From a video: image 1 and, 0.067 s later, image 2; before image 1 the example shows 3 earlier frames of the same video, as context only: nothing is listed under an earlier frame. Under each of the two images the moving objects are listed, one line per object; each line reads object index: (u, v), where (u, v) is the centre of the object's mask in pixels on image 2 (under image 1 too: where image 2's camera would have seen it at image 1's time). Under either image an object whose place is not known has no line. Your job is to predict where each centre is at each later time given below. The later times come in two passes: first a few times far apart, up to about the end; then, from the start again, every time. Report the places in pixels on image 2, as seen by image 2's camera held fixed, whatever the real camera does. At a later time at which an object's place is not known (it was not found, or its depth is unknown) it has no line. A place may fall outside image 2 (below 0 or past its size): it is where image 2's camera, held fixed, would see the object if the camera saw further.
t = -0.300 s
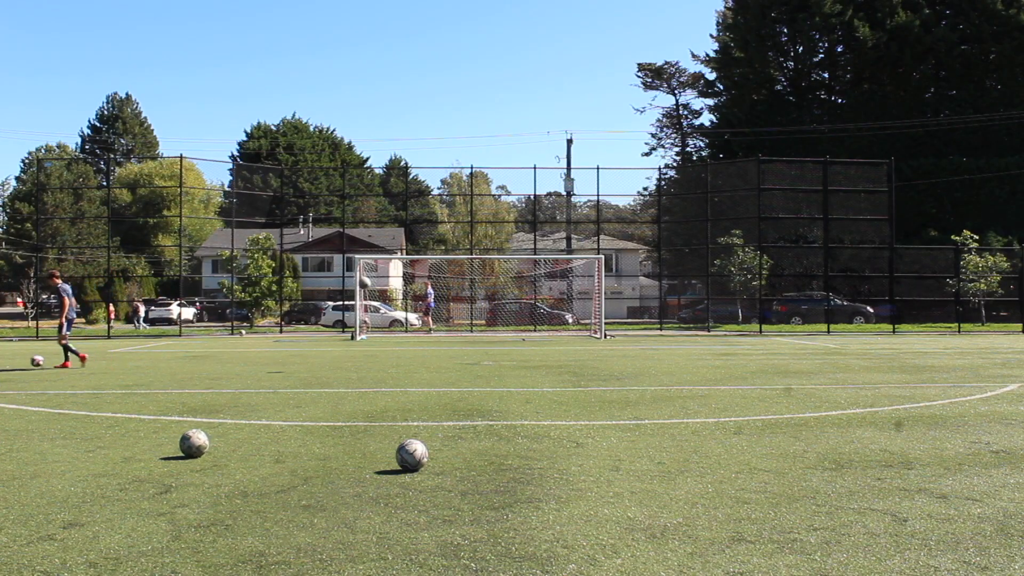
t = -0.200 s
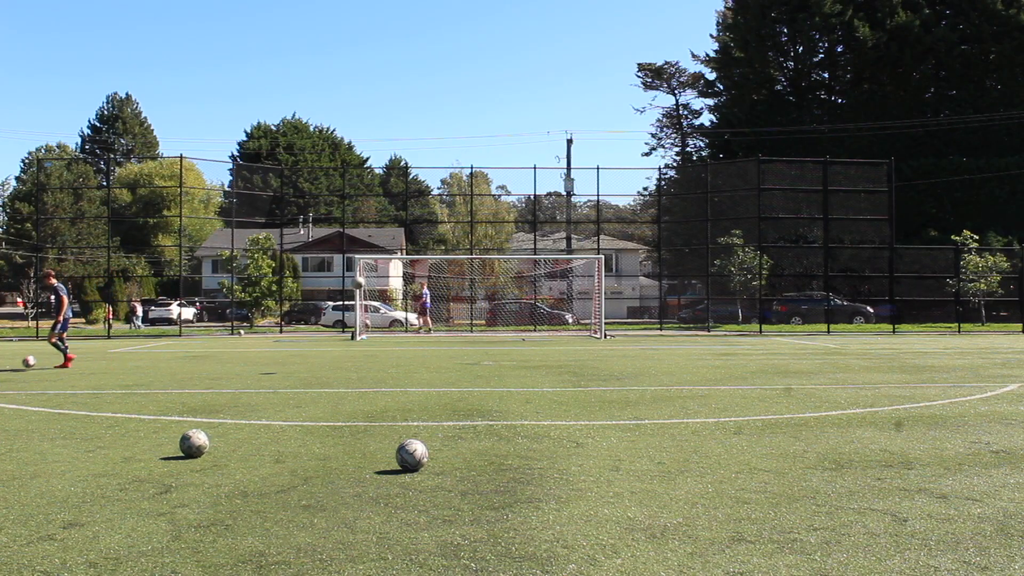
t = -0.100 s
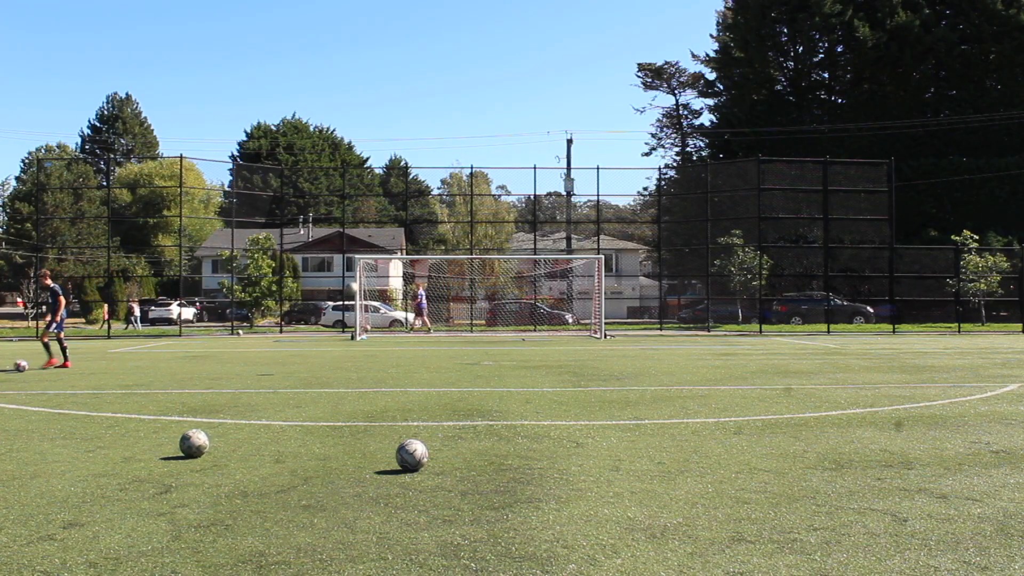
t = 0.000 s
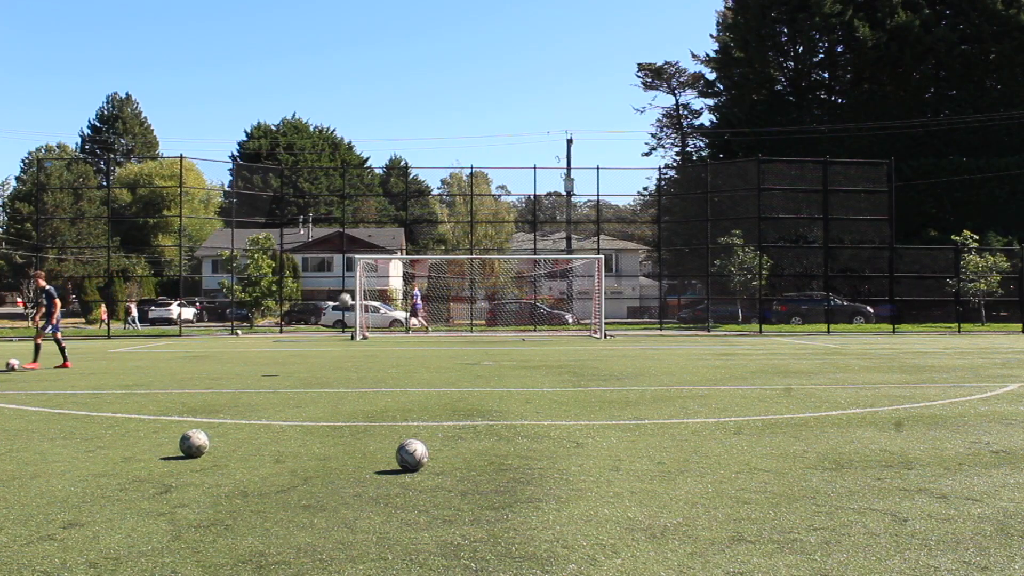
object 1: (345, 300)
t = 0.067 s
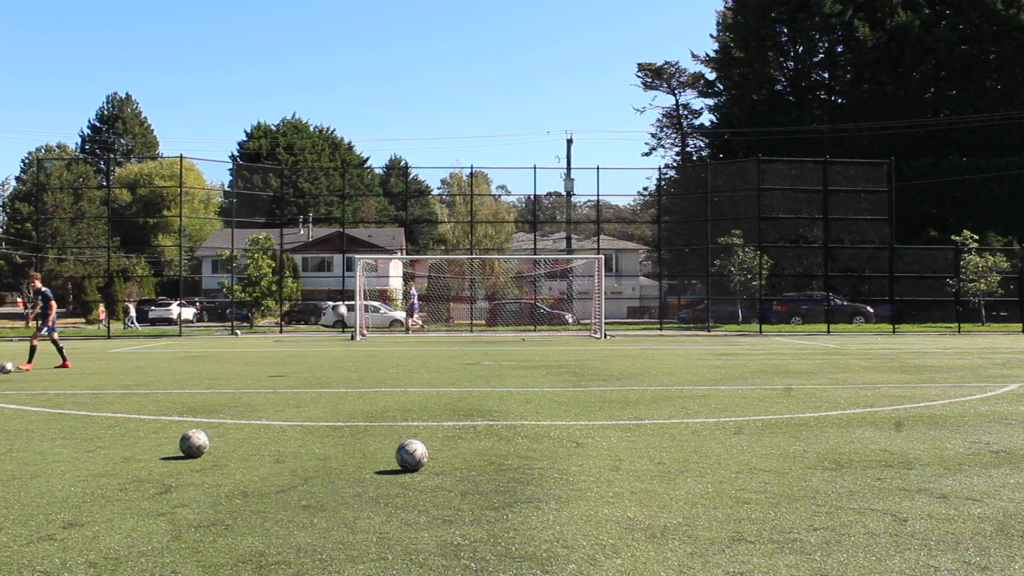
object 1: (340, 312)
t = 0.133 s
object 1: (336, 325)
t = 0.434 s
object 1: (315, 344)
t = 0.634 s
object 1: (303, 329)
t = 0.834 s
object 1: (290, 340)
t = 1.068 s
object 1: (274, 376)
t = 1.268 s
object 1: (259, 357)
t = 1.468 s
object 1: (243, 367)
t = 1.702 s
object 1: (223, 378)
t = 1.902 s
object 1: (204, 383)
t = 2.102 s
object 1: (184, 388)
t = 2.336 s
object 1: (160, 399)
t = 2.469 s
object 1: (145, 398)
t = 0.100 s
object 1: (338, 319)
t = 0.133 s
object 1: (336, 325)
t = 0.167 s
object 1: (334, 335)
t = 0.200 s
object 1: (331, 344)
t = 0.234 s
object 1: (329, 354)
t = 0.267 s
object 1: (326, 366)
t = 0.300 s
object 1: (324, 368)
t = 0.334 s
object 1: (322, 361)
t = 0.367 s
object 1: (320, 355)
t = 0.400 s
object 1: (318, 349)
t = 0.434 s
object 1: (315, 344)
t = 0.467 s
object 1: (314, 340)
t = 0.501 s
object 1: (311, 336)
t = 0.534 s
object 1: (309, 334)
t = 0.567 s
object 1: (307, 332)
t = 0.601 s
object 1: (305, 330)
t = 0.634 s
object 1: (303, 329)
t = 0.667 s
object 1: (301, 329)
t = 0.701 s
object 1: (299, 330)
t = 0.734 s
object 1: (297, 331)
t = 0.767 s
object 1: (294, 333)
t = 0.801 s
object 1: (292, 336)
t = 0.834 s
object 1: (290, 340)
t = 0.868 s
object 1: (288, 345)
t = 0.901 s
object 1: (286, 350)
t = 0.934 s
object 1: (284, 356)
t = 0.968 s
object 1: (282, 363)
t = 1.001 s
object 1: (279, 371)
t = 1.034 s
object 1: (277, 380)
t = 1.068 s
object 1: (274, 376)
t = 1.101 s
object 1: (272, 371)
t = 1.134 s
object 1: (269, 367)
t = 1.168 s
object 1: (267, 363)
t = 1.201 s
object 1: (264, 360)
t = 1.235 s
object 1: (261, 358)
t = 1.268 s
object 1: (259, 357)
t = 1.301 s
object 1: (256, 357)
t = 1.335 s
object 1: (253, 357)
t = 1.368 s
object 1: (251, 359)
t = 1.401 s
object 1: (248, 361)
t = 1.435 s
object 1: (246, 364)
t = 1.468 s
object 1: (243, 367)
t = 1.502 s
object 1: (241, 372)
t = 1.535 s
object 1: (238, 378)
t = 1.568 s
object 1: (236, 384)
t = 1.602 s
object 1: (232, 388)
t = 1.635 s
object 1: (229, 384)
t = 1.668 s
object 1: (226, 381)
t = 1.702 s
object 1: (223, 378)
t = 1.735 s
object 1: (220, 377)
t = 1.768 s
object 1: (217, 376)
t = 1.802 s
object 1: (214, 377)
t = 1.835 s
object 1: (211, 378)
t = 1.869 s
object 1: (207, 380)
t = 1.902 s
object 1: (204, 383)
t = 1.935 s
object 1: (201, 386)
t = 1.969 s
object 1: (197, 392)
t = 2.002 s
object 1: (194, 395)
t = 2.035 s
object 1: (191, 392)
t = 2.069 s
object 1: (187, 389)
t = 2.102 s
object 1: (184, 388)
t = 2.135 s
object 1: (181, 388)
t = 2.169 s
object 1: (177, 388)
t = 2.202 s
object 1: (174, 390)
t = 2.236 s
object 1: (170, 393)
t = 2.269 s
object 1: (167, 397)
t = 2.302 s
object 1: (163, 401)
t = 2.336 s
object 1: (160, 399)
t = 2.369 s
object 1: (156, 397)
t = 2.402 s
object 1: (152, 396)
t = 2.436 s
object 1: (149, 396)
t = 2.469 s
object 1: (145, 398)
